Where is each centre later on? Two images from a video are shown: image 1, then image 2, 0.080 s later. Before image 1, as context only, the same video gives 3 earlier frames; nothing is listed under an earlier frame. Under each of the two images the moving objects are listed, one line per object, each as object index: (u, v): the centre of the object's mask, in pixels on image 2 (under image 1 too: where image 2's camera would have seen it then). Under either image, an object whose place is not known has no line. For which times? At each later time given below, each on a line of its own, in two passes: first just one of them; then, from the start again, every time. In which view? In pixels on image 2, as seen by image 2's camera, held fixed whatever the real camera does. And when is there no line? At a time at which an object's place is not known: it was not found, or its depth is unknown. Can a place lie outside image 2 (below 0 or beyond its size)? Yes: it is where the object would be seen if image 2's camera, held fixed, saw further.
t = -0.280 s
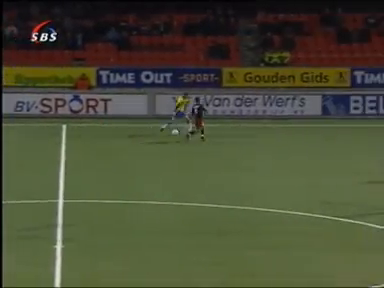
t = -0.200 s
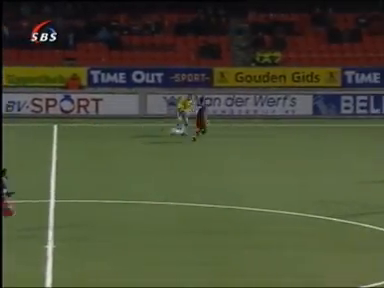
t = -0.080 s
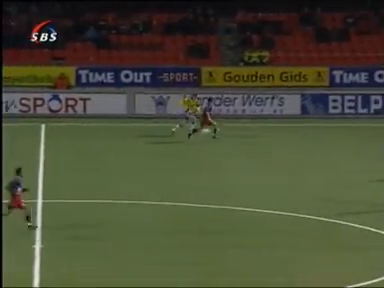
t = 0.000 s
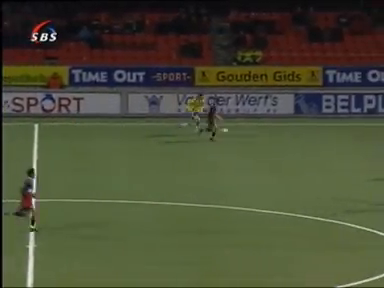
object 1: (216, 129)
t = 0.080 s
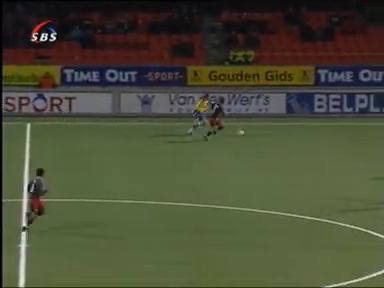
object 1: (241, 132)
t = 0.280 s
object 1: (294, 133)
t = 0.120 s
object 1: (252, 132)
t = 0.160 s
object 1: (263, 131)
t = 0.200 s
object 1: (273, 131)
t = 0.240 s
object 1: (284, 131)
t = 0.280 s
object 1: (294, 133)
